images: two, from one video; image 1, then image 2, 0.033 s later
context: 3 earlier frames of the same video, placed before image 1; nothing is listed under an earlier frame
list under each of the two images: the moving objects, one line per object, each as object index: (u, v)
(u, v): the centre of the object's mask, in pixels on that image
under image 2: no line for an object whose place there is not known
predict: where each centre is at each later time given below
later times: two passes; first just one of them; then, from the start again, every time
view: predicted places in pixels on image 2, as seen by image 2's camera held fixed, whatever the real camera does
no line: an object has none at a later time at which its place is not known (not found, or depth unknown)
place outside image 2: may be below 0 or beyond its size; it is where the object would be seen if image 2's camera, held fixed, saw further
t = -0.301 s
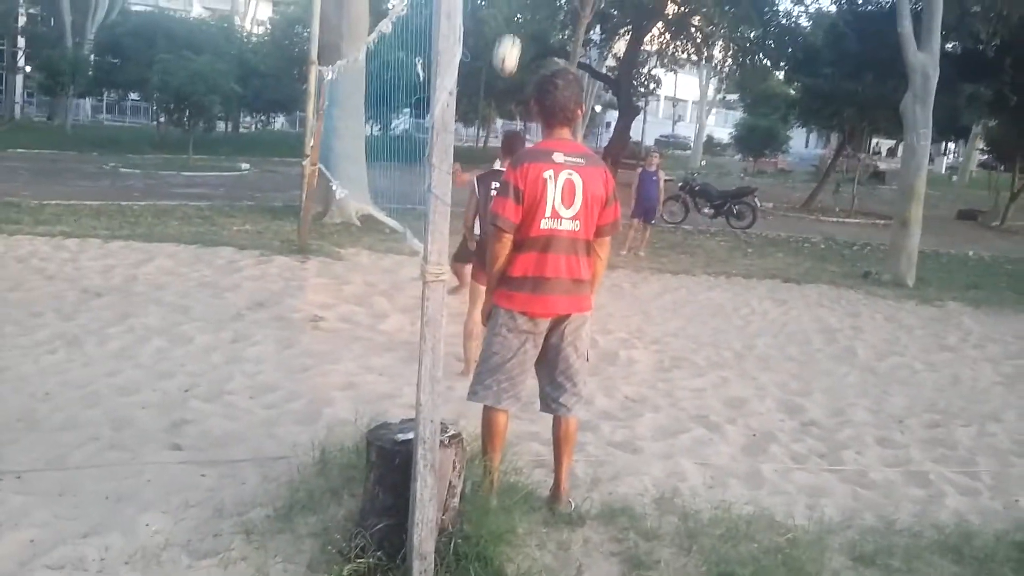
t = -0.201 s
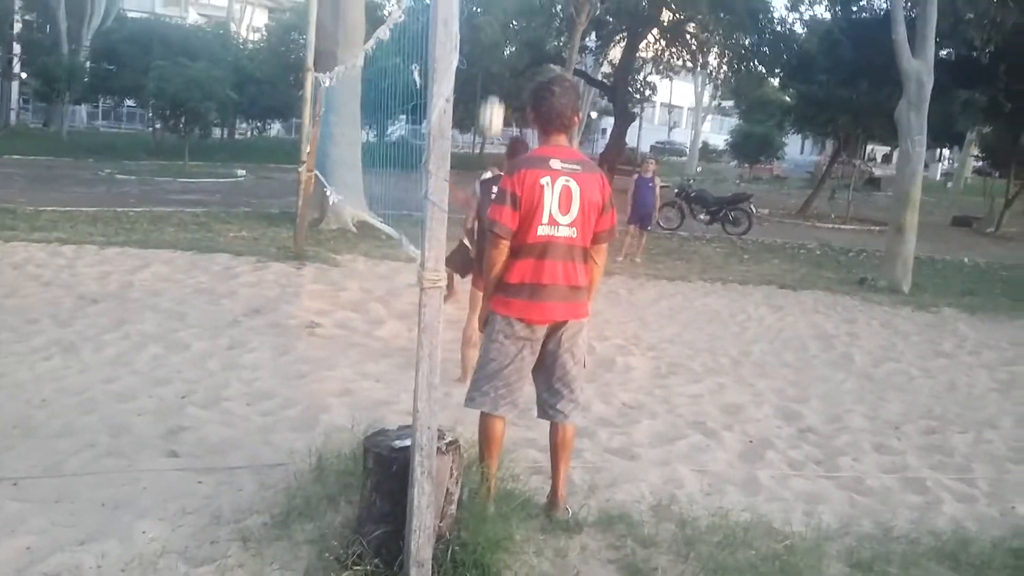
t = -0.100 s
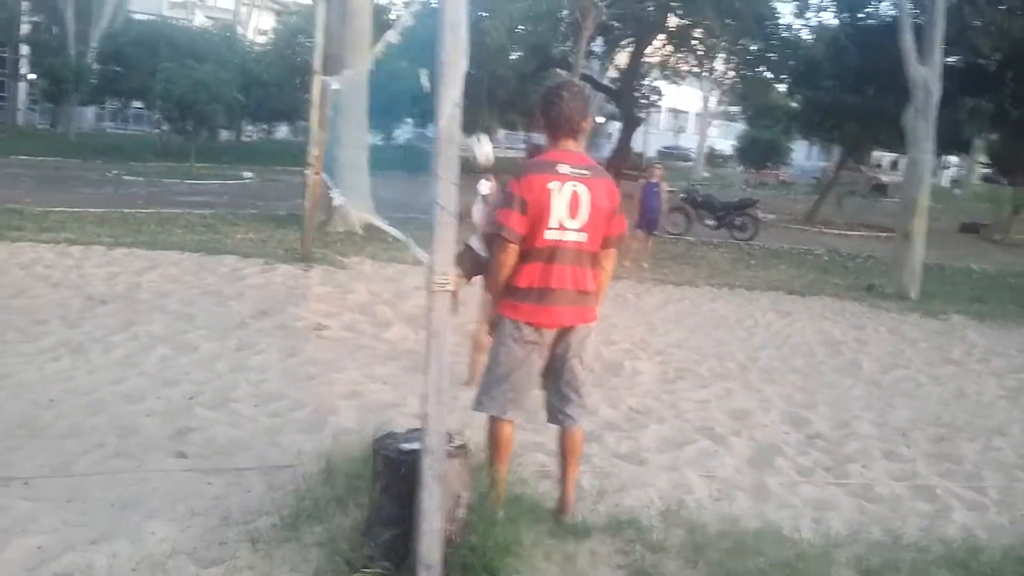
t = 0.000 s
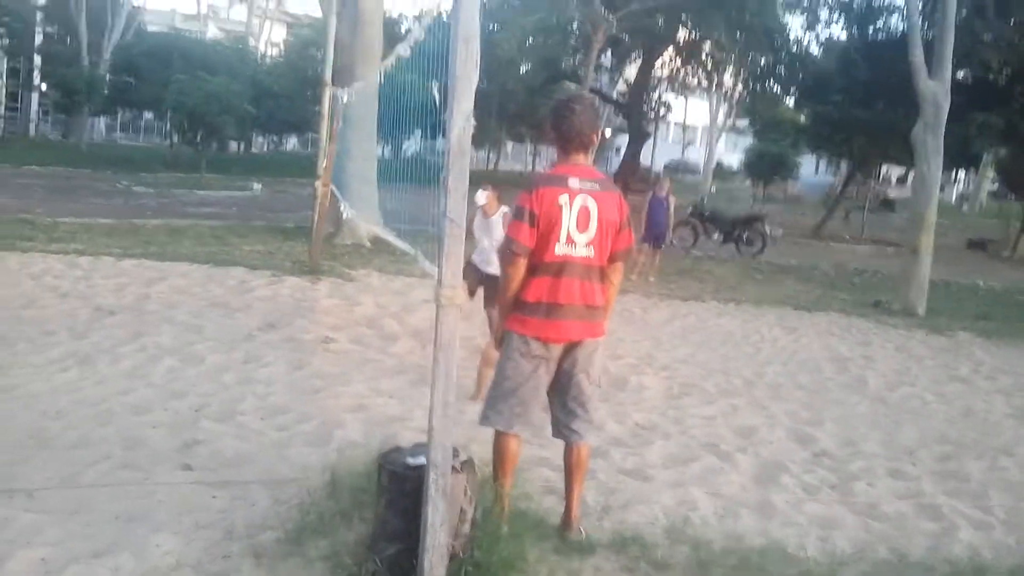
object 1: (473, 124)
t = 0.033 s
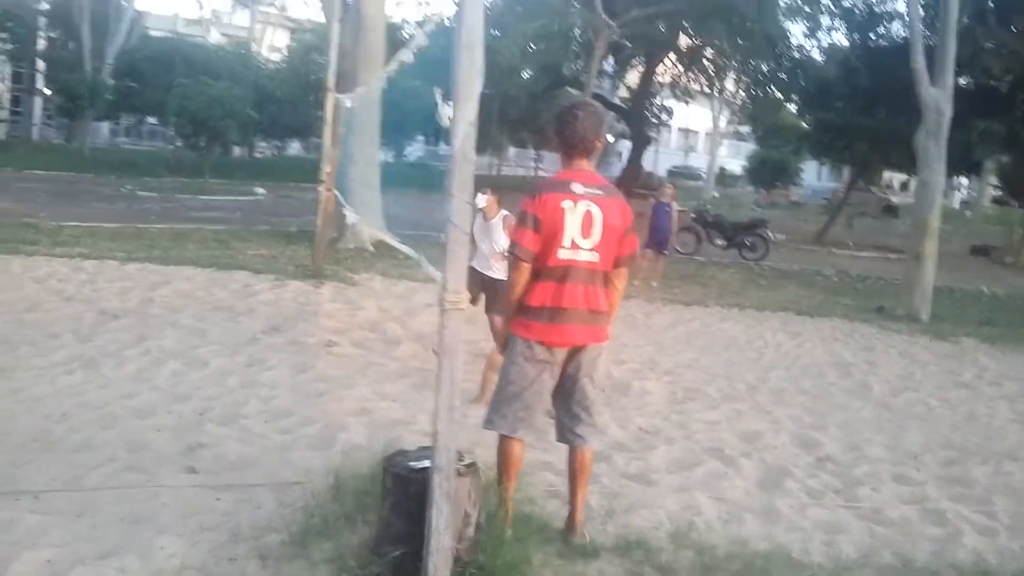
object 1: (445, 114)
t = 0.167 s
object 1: (404, 83)
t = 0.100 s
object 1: (429, 98)
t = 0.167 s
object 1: (404, 83)
